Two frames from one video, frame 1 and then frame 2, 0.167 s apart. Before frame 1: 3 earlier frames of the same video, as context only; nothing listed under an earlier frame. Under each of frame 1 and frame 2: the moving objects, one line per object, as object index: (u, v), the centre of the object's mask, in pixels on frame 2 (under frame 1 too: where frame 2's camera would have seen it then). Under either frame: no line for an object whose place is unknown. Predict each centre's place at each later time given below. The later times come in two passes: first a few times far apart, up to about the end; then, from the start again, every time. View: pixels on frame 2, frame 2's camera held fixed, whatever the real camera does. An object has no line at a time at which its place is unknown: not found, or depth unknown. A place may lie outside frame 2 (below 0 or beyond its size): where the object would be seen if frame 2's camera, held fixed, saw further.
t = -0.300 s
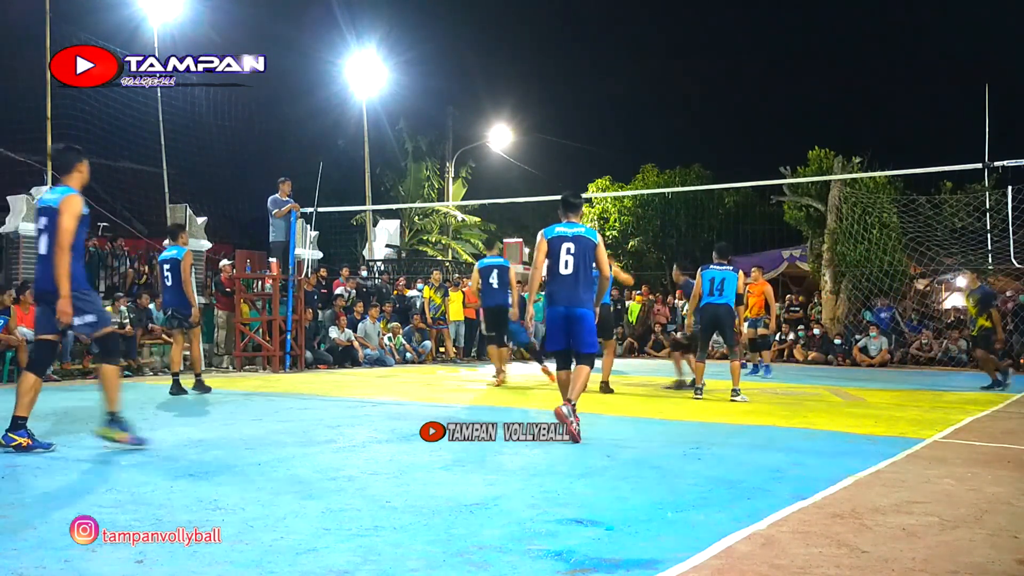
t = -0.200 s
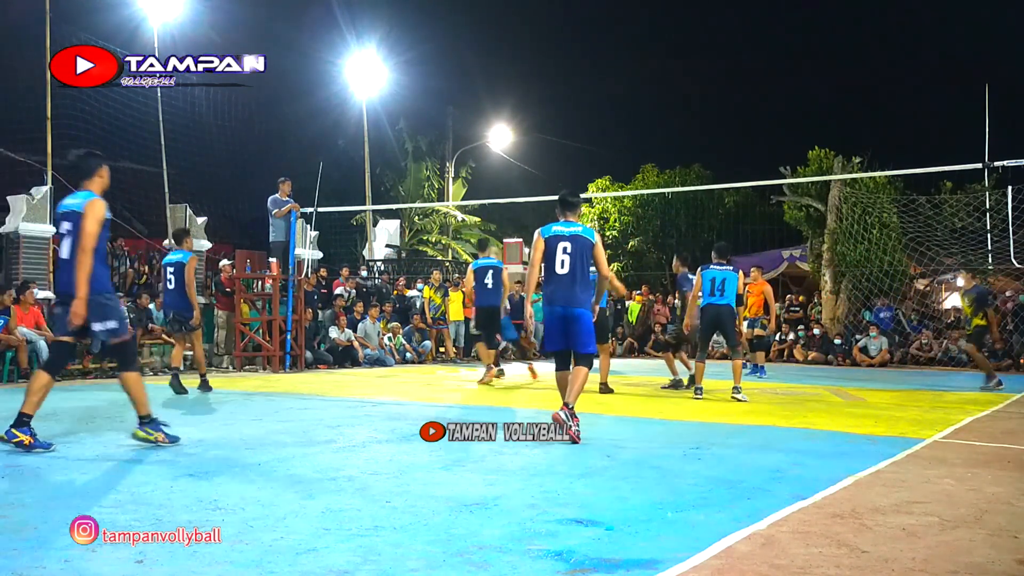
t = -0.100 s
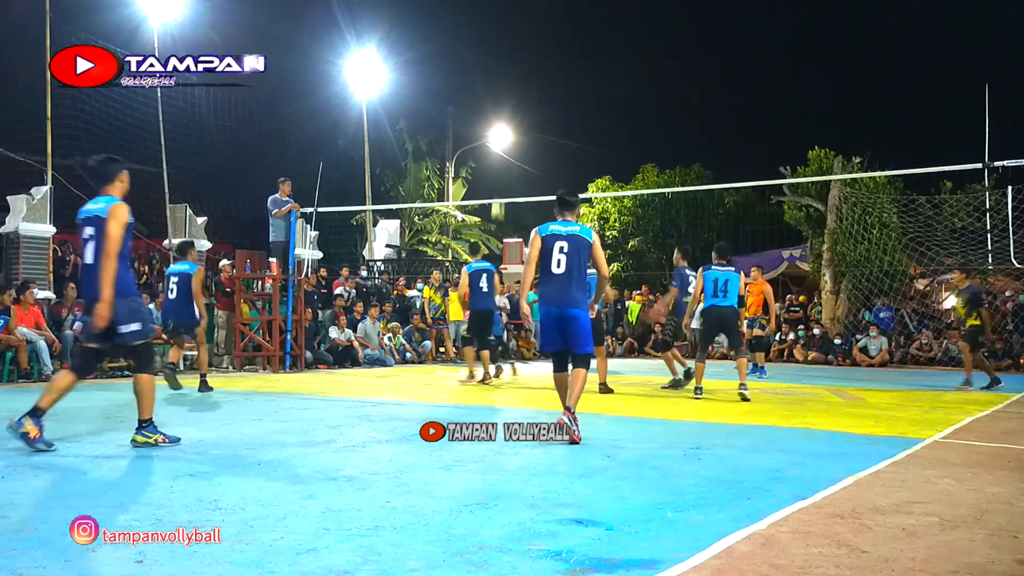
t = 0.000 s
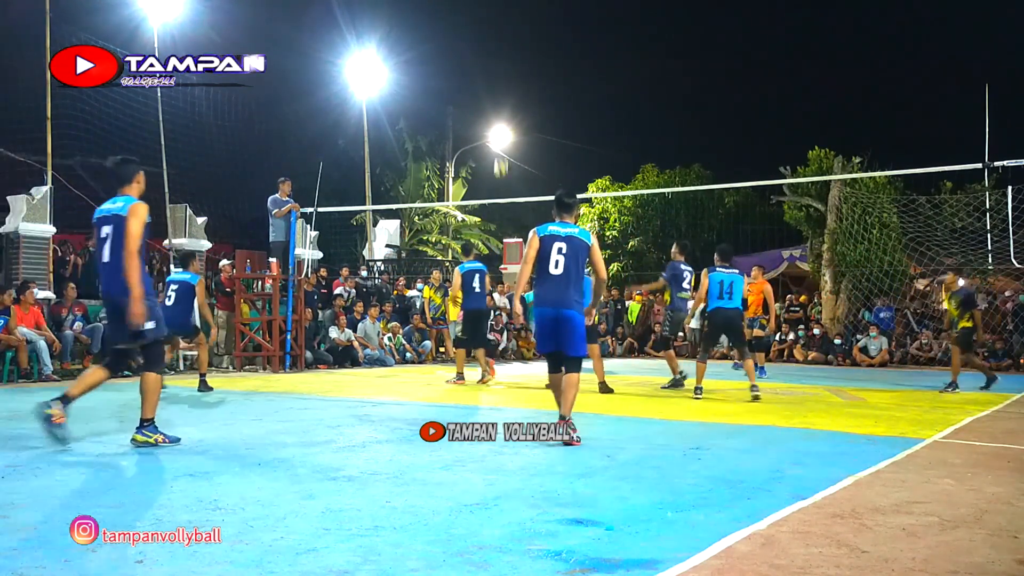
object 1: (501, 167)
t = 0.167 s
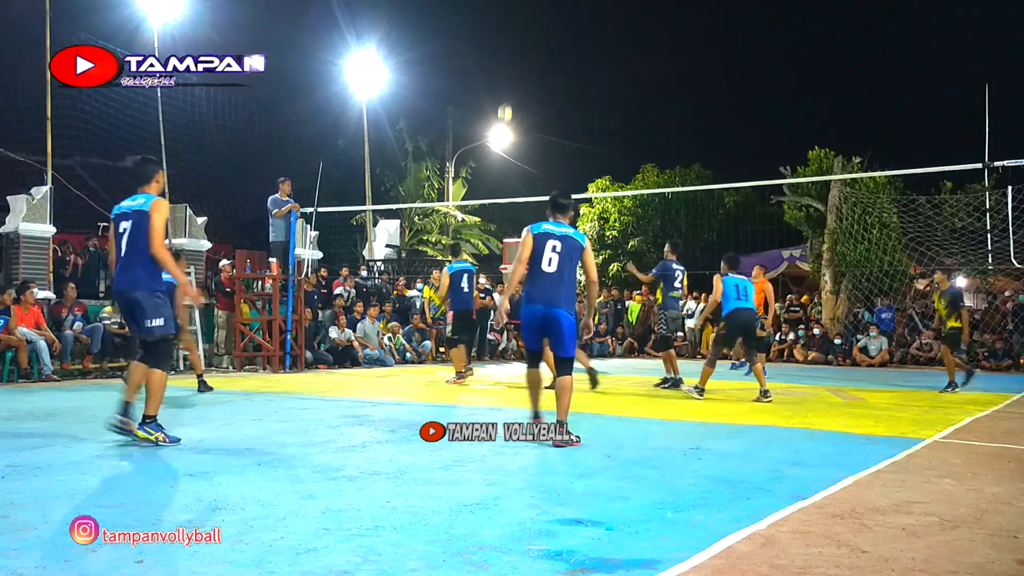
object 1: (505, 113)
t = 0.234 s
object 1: (506, 97)
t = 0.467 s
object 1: (509, 63)
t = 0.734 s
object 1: (517, 67)
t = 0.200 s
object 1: (505, 105)
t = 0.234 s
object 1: (506, 97)
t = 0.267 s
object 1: (507, 90)
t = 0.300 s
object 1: (506, 83)
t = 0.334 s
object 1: (506, 78)
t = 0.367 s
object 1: (507, 74)
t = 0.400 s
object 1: (508, 69)
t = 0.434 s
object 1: (508, 65)
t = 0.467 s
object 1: (509, 63)
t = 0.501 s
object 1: (510, 61)
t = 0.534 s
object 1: (510, 61)
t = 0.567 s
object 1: (510, 60)
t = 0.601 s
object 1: (513, 61)
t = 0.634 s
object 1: (515, 61)
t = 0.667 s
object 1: (516, 62)
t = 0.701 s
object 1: (517, 64)
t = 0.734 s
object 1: (517, 67)
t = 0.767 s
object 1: (518, 71)
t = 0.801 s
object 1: (518, 75)
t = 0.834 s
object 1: (519, 80)
